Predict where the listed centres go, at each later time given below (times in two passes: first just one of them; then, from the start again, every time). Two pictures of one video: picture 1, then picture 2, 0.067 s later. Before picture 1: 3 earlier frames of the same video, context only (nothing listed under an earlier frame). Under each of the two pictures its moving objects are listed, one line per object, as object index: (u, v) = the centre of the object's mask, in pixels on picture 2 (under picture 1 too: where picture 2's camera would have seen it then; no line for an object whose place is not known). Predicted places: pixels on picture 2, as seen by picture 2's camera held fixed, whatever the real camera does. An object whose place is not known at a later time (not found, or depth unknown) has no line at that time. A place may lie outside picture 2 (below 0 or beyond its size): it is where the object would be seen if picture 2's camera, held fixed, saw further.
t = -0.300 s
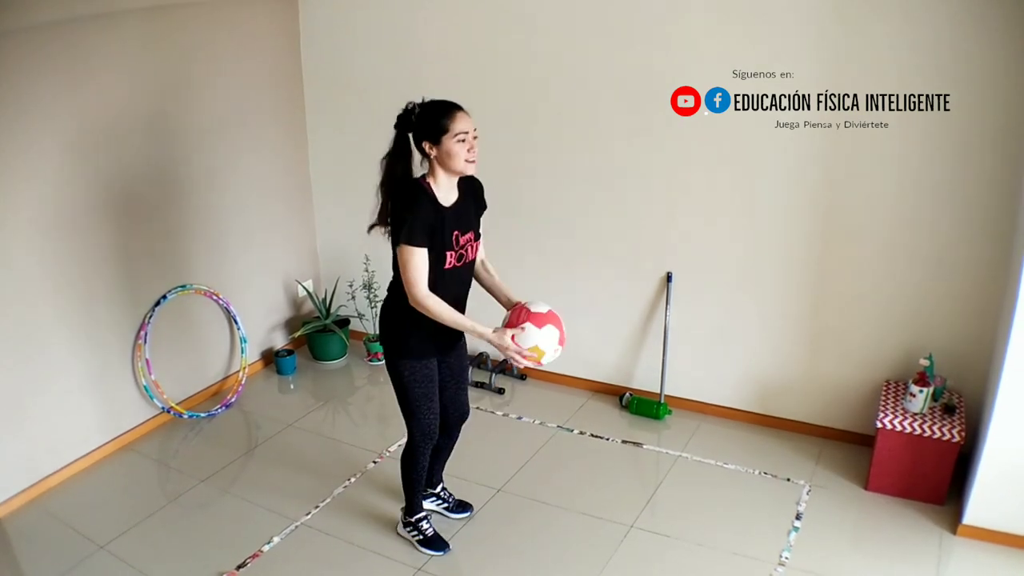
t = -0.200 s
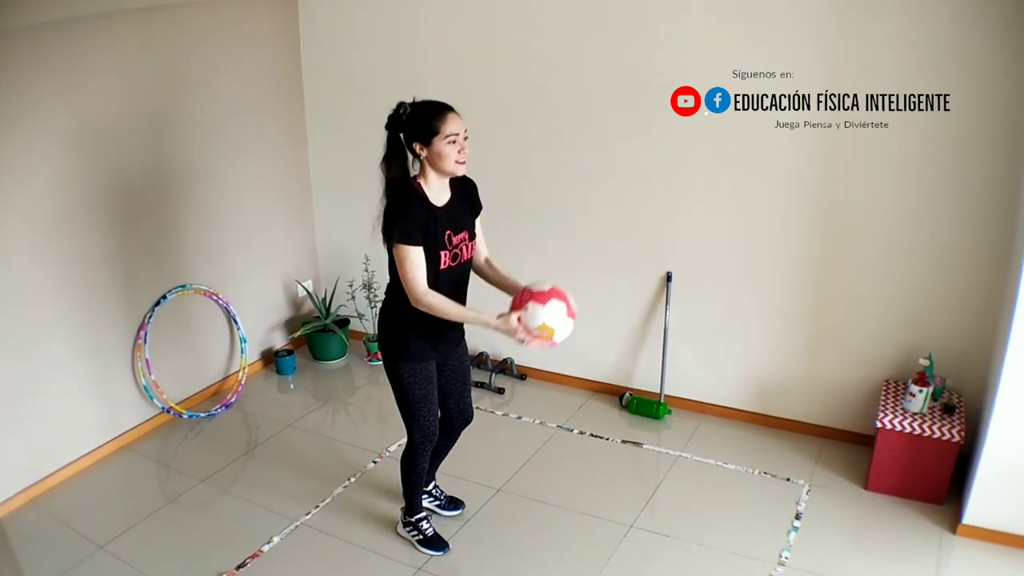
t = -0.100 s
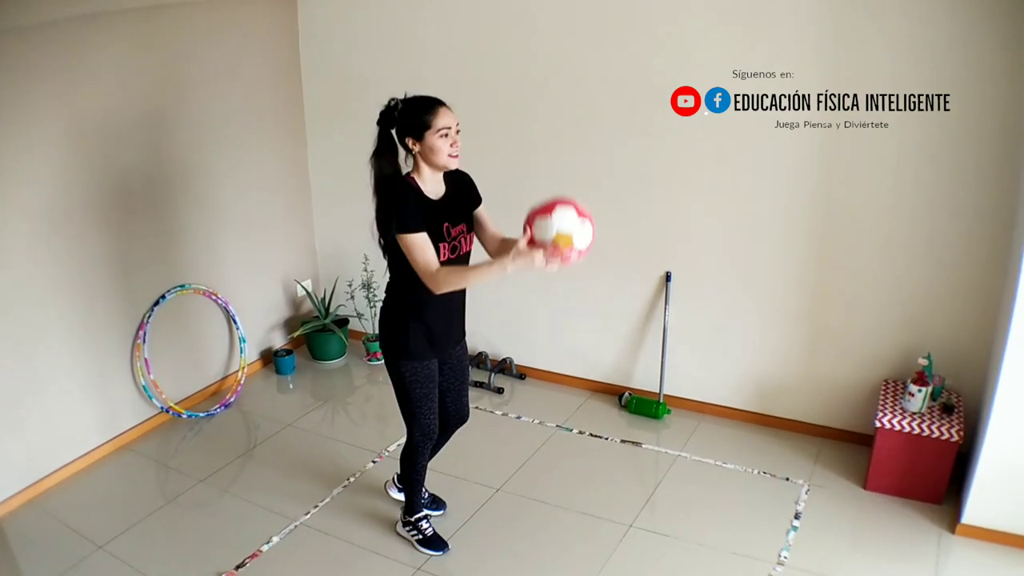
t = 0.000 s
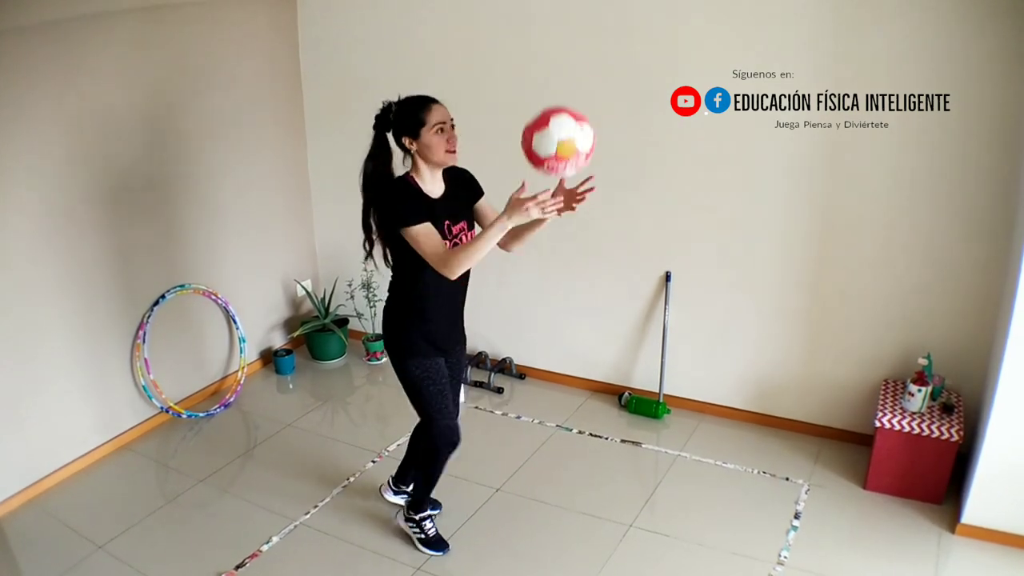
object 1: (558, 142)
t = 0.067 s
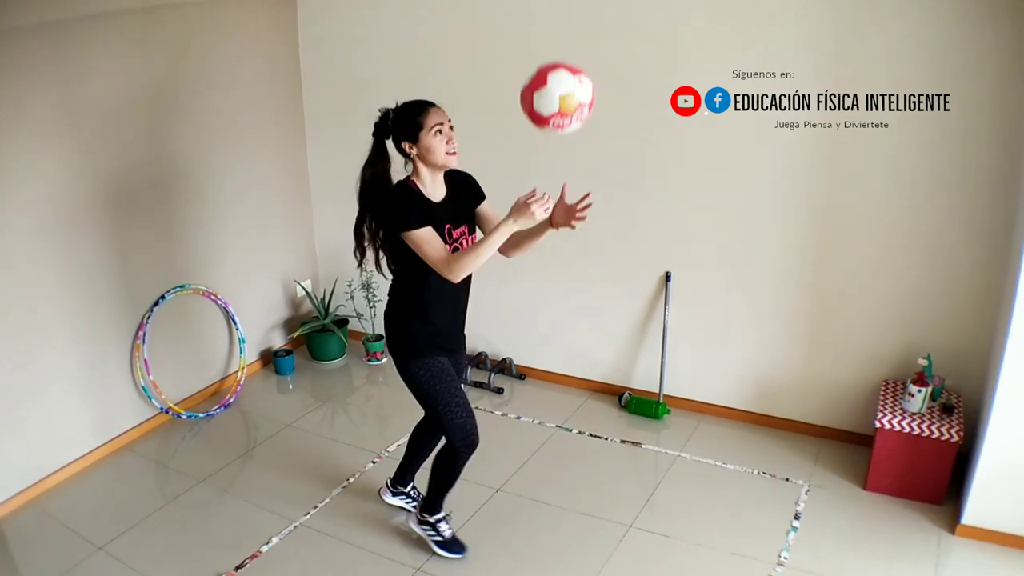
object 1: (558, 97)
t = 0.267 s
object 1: (557, 49)
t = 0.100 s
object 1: (558, 80)
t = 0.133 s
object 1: (557, 67)
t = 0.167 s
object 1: (557, 57)
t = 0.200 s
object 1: (557, 51)
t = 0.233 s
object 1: (557, 48)
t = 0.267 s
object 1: (557, 49)
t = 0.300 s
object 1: (557, 54)
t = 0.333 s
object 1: (558, 63)
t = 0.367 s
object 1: (558, 75)
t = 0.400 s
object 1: (559, 91)
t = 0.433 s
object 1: (558, 112)
